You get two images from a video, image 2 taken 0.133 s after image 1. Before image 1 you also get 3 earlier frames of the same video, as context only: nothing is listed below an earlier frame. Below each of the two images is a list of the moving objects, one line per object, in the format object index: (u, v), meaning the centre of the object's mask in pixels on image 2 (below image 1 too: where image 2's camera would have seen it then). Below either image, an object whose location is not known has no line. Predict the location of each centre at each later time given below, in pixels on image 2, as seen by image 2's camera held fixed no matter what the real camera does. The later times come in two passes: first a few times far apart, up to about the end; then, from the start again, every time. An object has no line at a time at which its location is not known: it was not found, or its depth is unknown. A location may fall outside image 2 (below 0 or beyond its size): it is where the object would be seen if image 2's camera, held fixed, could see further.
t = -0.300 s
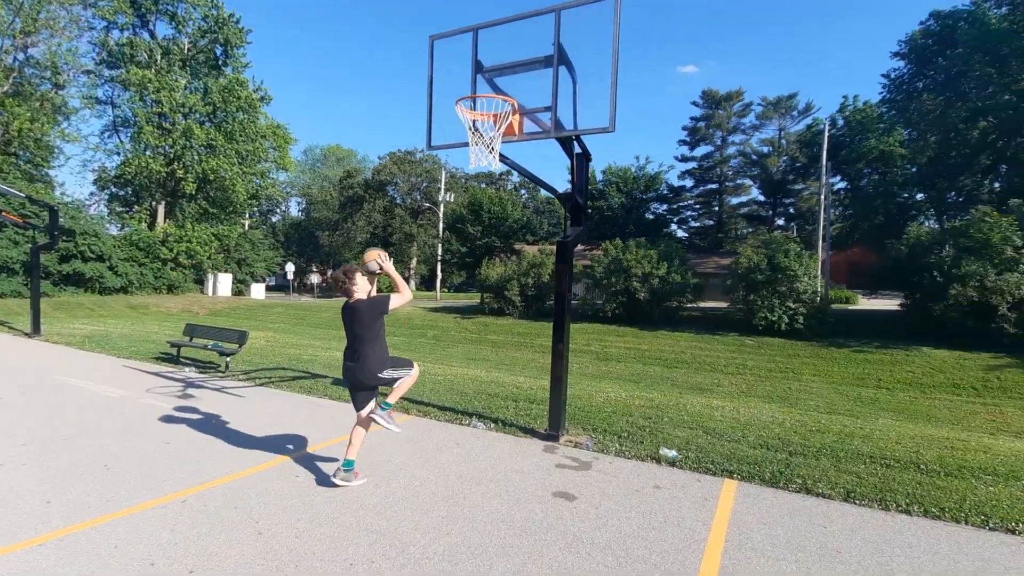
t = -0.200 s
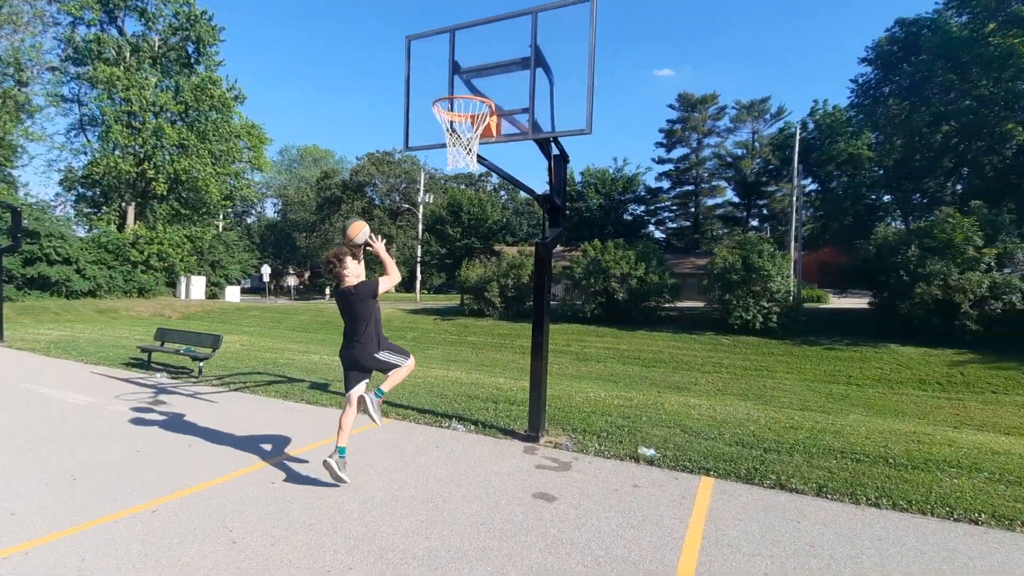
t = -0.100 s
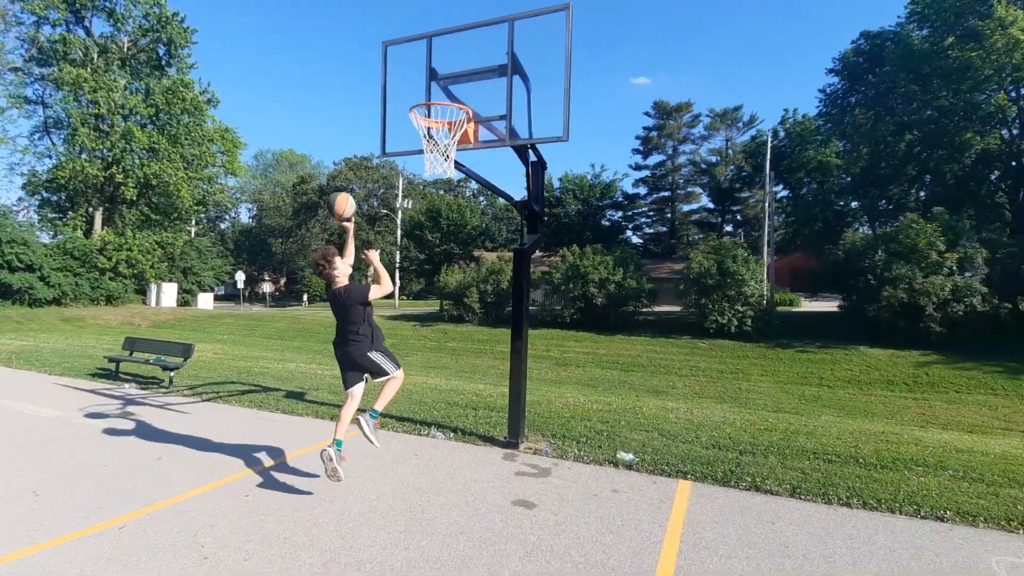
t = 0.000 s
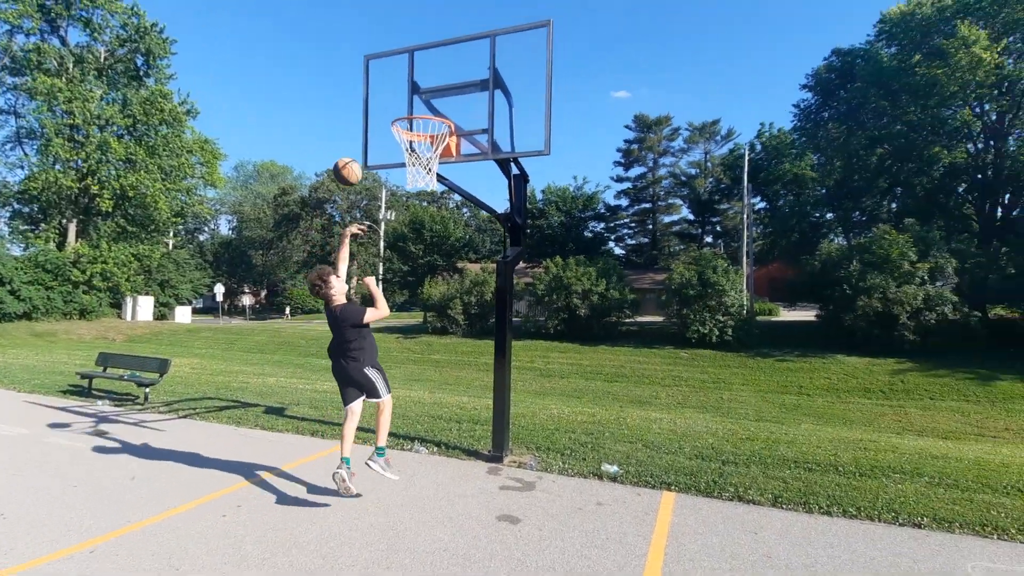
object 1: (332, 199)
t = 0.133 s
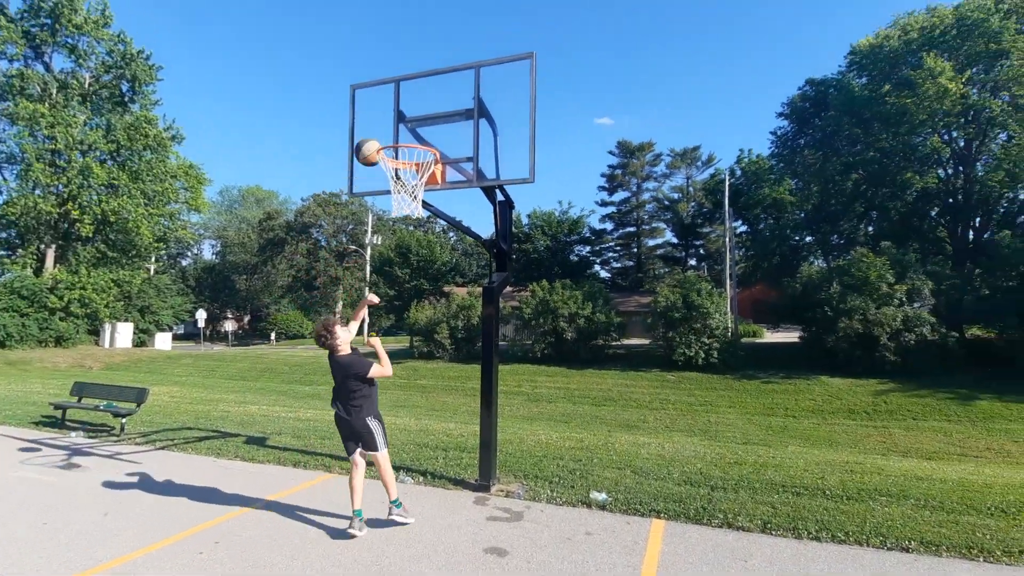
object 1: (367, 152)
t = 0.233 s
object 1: (387, 133)
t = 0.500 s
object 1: (387, 136)
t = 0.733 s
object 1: (406, 136)
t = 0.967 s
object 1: (425, 174)
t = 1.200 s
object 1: (418, 221)
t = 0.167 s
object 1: (376, 142)
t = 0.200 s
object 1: (386, 137)
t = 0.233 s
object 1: (387, 133)
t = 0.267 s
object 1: (388, 131)
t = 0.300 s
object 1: (387, 129)
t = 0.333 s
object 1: (387, 129)
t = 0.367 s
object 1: (387, 129)
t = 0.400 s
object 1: (386, 131)
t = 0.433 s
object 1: (385, 134)
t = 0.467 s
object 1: (384, 138)
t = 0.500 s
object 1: (387, 136)
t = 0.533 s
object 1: (390, 133)
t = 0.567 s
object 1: (392, 132)
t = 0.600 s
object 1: (395, 132)
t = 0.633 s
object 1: (397, 132)
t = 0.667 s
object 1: (400, 133)
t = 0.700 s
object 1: (402, 136)
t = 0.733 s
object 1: (406, 136)
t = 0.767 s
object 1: (409, 136)
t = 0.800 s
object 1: (412, 141)
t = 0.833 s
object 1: (415, 145)
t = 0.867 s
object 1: (415, 150)
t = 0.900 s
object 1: (419, 158)
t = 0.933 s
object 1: (423, 166)
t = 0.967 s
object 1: (425, 174)
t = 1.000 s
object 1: (424, 183)
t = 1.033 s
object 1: (425, 188)
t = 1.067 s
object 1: (424, 193)
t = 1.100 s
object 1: (423, 197)
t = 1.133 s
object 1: (422, 204)
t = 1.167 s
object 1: (422, 213)
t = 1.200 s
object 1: (418, 221)
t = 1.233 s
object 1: (415, 231)
